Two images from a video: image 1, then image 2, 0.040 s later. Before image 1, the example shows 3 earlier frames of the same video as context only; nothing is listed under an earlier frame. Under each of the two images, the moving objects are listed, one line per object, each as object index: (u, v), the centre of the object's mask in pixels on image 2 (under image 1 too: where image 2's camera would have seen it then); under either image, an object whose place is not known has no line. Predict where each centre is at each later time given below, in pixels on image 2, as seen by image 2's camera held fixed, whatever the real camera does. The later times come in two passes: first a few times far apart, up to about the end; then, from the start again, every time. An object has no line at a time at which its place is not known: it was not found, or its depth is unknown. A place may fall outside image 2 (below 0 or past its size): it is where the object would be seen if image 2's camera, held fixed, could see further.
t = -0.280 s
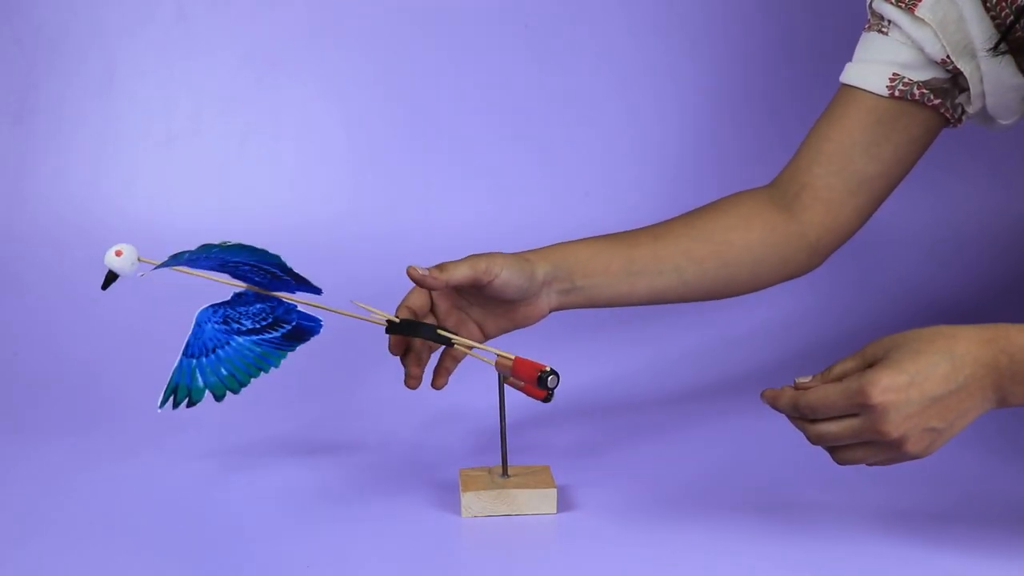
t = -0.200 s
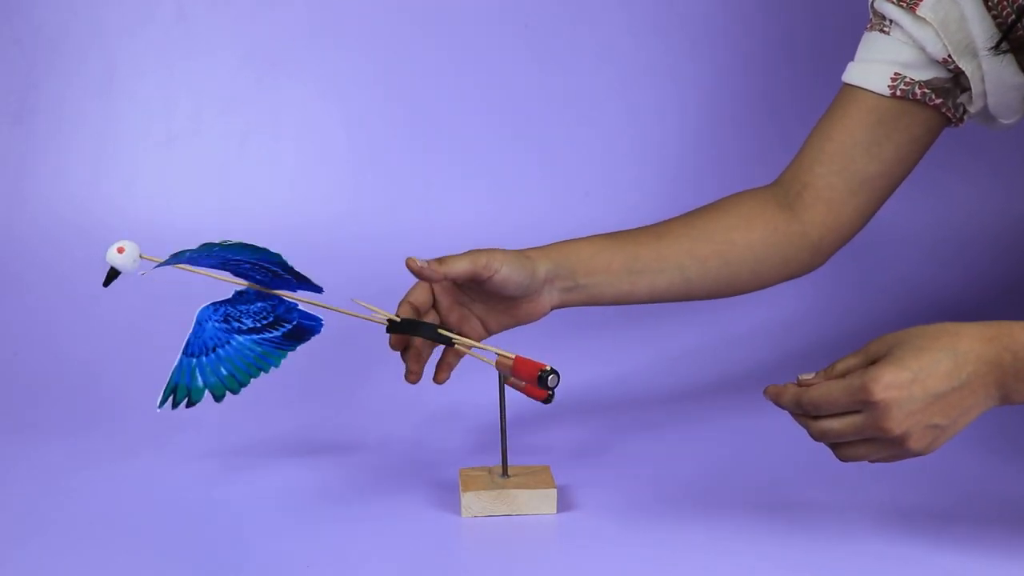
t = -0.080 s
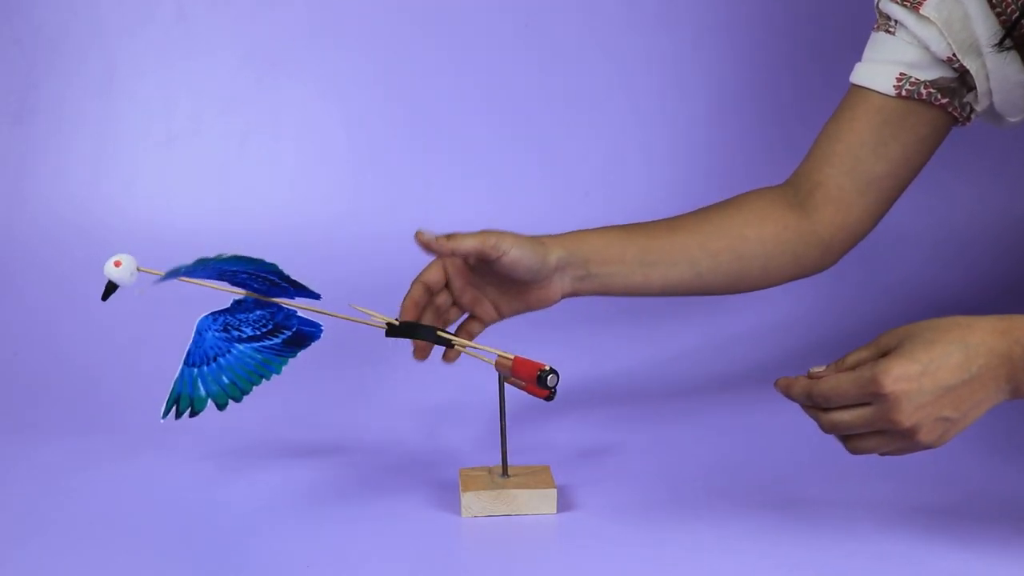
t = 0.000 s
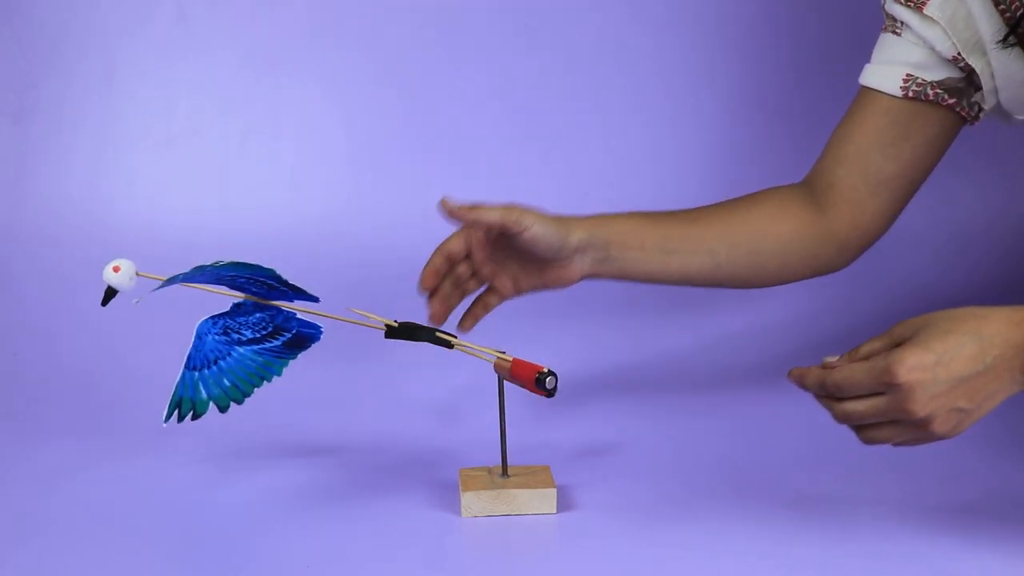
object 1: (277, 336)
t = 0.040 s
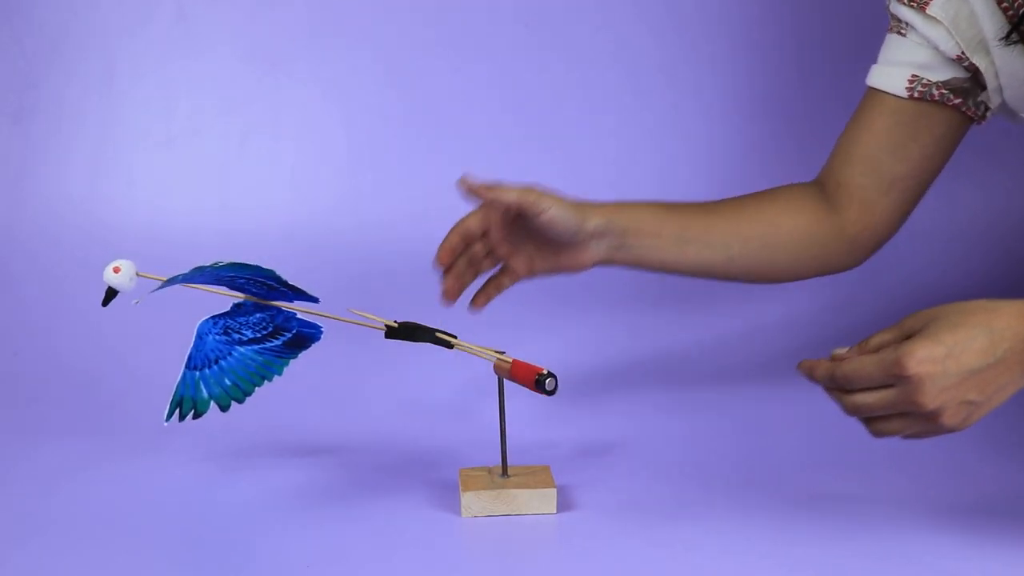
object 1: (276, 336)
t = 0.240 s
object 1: (295, 335)
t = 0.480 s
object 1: (309, 341)
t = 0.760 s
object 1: (300, 342)
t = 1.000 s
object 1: (299, 337)
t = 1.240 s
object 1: (307, 336)
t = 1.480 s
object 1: (319, 337)
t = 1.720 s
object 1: (324, 339)
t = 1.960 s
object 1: (315, 338)
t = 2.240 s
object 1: (303, 337)
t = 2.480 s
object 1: (306, 337)
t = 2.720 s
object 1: (318, 339)
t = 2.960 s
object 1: (321, 340)
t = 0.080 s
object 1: (277, 336)
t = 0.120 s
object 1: (280, 337)
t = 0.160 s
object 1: (285, 336)
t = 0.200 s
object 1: (290, 335)
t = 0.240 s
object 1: (295, 335)
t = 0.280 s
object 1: (298, 337)
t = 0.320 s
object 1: (303, 338)
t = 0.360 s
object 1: (305, 339)
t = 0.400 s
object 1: (307, 340)
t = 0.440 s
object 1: (308, 341)
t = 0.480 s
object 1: (309, 341)
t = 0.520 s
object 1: (309, 341)
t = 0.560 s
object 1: (308, 340)
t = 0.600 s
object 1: (308, 340)
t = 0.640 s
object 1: (307, 341)
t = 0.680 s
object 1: (305, 341)
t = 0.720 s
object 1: (303, 341)
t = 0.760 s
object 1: (300, 342)
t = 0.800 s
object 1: (299, 340)
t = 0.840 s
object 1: (298, 339)
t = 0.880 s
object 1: (298, 338)
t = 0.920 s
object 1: (298, 337)
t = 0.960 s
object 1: (299, 337)
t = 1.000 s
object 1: (299, 337)
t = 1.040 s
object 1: (300, 336)
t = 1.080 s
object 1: (301, 336)
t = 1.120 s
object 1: (301, 336)
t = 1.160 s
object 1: (303, 336)
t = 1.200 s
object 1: (305, 336)
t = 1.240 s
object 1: (307, 336)
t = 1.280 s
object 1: (310, 337)
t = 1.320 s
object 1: (312, 337)
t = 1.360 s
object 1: (314, 337)
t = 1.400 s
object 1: (317, 337)
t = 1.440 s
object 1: (319, 337)
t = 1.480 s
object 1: (319, 337)
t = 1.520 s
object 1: (322, 338)
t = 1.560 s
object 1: (323, 338)
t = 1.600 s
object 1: (324, 339)
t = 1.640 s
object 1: (324, 339)
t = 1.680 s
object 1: (325, 340)
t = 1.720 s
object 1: (324, 339)
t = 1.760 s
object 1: (323, 339)
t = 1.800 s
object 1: (322, 339)
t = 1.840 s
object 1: (320, 339)
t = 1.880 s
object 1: (320, 339)
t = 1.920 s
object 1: (317, 338)
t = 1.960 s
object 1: (315, 338)
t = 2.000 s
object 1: (312, 338)
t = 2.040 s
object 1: (310, 337)
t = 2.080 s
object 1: (308, 337)
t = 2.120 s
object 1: (306, 337)
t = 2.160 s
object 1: (304, 337)
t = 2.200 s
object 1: (303, 337)
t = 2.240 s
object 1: (303, 337)
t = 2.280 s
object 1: (302, 336)
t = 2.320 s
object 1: (302, 336)
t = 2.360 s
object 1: (303, 336)
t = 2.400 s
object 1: (303, 336)
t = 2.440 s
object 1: (304, 336)
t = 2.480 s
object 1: (306, 337)
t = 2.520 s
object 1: (307, 337)
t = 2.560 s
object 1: (309, 337)
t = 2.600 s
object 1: (311, 338)
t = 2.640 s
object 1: (313, 338)
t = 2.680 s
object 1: (315, 338)
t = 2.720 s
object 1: (318, 339)
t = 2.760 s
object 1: (320, 339)
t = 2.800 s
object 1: (320, 339)
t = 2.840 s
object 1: (321, 340)
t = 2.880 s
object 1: (321, 340)
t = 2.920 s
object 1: (321, 340)
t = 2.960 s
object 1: (321, 340)
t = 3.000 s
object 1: (321, 340)
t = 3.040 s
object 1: (320, 340)
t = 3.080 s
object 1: (320, 340)
